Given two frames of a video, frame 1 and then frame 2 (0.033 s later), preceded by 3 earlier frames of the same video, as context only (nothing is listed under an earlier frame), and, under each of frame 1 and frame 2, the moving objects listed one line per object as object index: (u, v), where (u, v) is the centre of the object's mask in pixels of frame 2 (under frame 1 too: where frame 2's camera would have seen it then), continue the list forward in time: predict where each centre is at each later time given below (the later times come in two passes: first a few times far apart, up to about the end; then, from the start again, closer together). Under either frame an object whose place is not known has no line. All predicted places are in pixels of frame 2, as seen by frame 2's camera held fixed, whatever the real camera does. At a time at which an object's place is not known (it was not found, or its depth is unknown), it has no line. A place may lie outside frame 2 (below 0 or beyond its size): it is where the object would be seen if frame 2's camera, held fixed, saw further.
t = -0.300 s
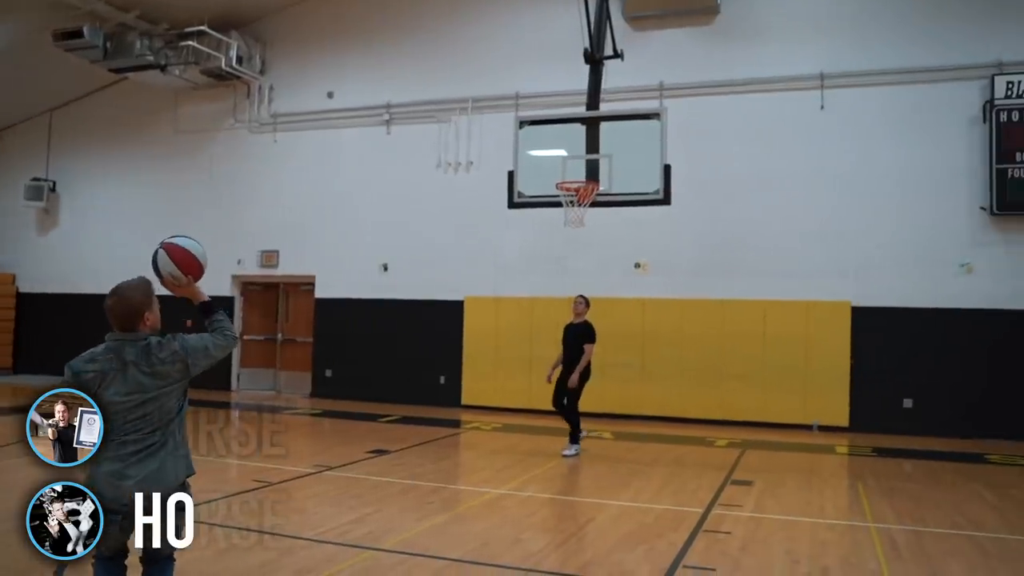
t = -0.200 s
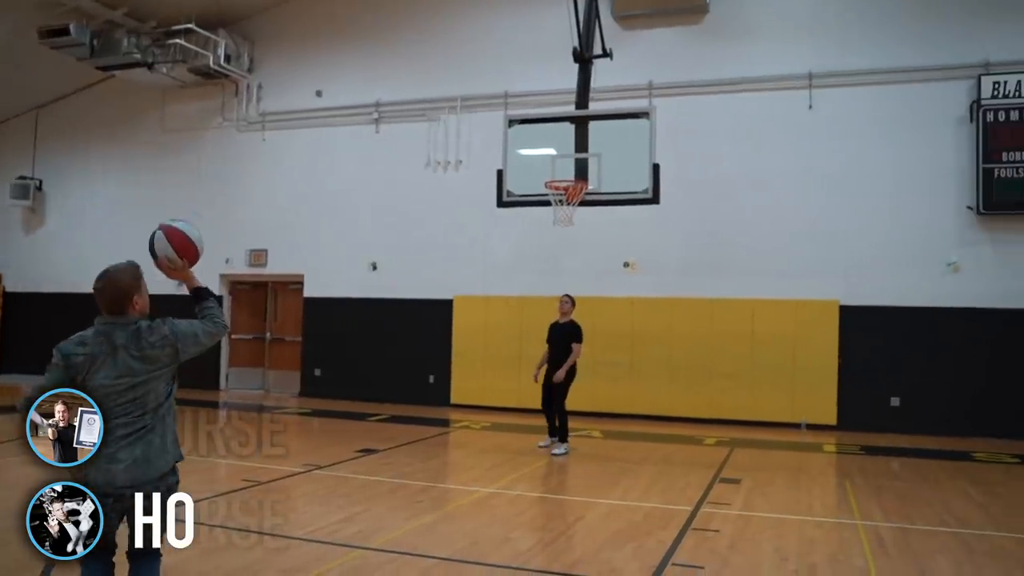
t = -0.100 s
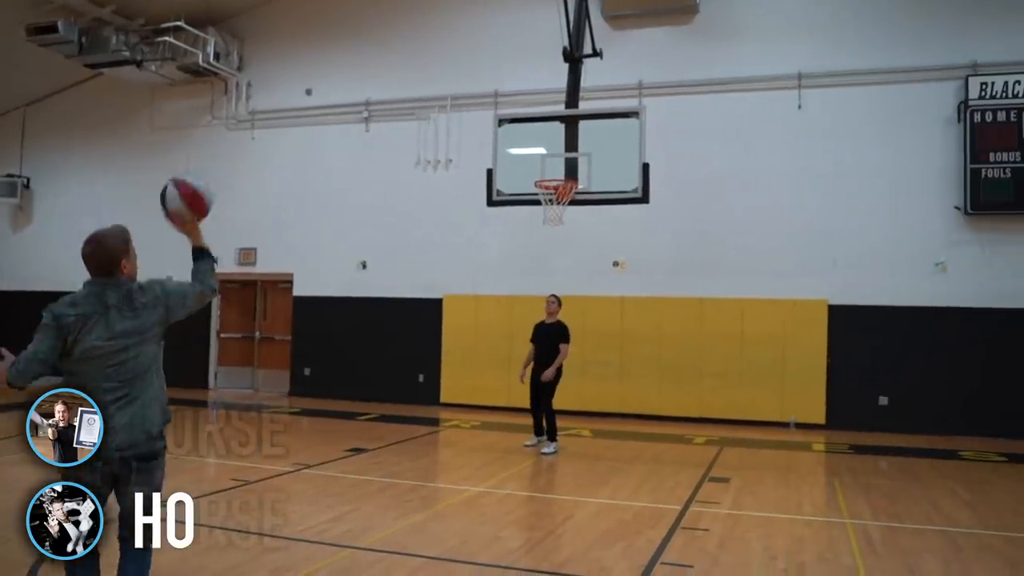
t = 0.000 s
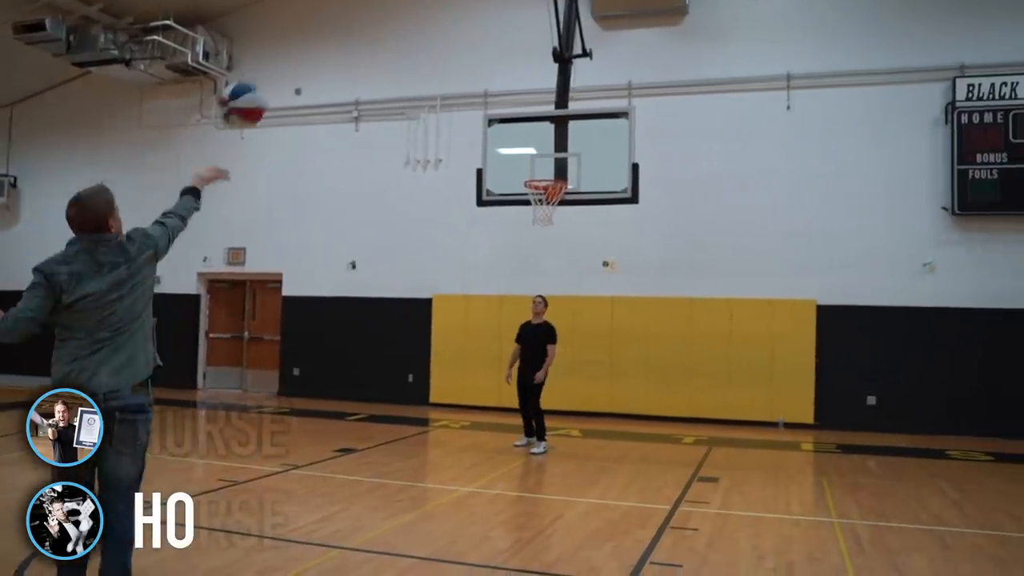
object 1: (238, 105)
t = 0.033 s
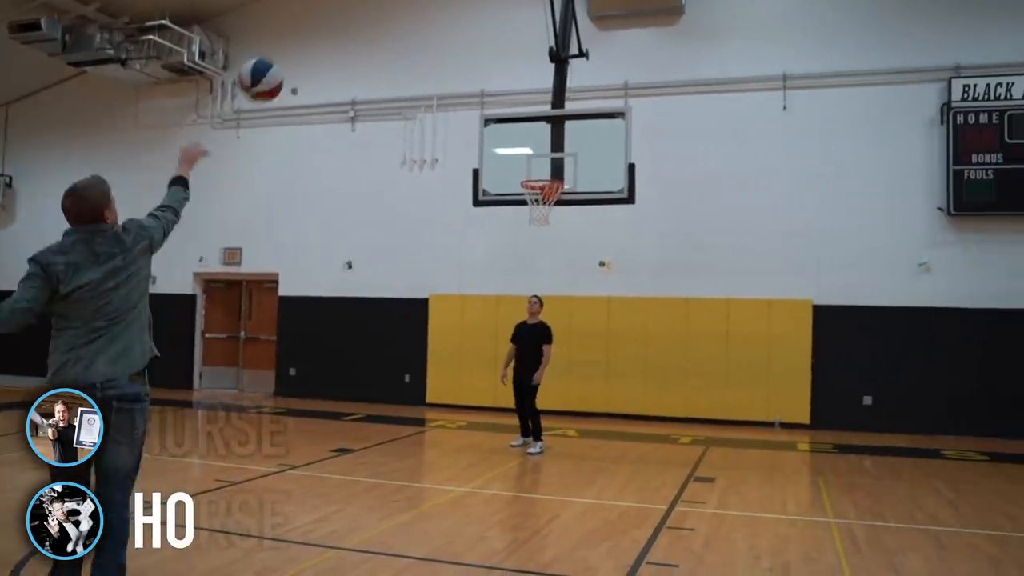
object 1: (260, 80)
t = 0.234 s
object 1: (364, 5)
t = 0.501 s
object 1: (446, 6)
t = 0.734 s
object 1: (495, 64)
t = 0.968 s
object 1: (530, 155)
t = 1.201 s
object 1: (542, 202)
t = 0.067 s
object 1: (281, 59)
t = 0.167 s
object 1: (335, 16)
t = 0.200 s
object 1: (350, 10)
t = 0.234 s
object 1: (364, 5)
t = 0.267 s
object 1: (376, 0)
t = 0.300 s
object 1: (388, -2)
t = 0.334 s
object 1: (400, -3)
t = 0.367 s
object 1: (411, -3)
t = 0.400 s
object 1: (422, -3)
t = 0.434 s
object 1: (431, -3)
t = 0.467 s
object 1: (439, 0)
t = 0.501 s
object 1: (446, 6)
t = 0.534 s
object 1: (454, 12)
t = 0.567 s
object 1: (462, 19)
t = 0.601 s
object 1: (469, 26)
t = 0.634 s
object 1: (477, 35)
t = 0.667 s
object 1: (482, 44)
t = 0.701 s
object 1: (489, 54)
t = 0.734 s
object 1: (495, 64)
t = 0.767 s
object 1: (501, 75)
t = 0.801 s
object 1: (507, 87)
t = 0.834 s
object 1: (512, 99)
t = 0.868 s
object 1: (517, 112)
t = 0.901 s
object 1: (522, 126)
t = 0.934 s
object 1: (526, 140)
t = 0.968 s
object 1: (530, 155)
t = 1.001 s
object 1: (534, 170)
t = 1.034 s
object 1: (533, 183)
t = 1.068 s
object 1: (540, 199)
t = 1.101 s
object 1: (544, 202)
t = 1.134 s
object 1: (543, 202)
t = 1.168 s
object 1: (542, 201)
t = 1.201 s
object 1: (542, 202)
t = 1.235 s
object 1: (541, 203)
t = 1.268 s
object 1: (539, 207)
